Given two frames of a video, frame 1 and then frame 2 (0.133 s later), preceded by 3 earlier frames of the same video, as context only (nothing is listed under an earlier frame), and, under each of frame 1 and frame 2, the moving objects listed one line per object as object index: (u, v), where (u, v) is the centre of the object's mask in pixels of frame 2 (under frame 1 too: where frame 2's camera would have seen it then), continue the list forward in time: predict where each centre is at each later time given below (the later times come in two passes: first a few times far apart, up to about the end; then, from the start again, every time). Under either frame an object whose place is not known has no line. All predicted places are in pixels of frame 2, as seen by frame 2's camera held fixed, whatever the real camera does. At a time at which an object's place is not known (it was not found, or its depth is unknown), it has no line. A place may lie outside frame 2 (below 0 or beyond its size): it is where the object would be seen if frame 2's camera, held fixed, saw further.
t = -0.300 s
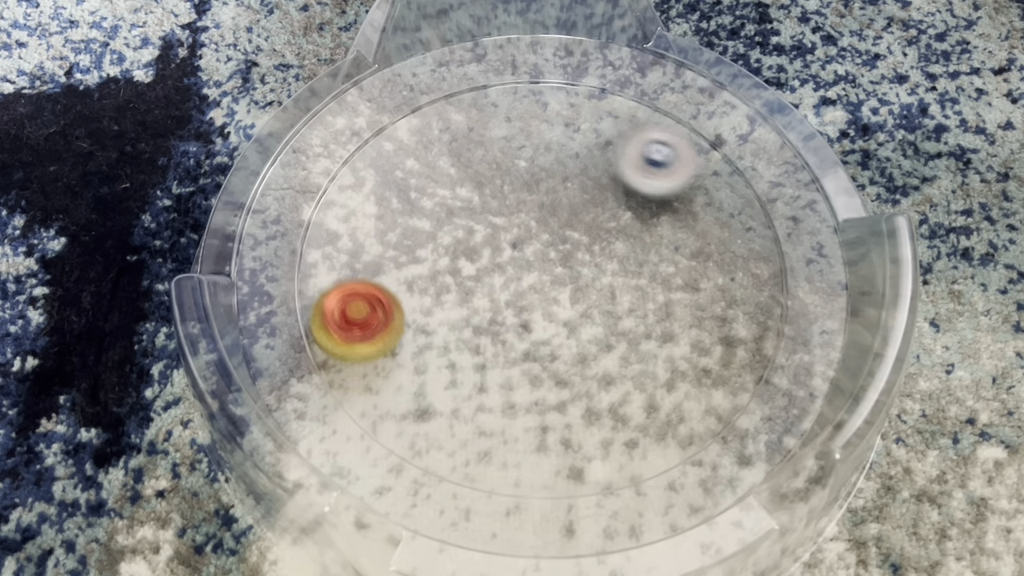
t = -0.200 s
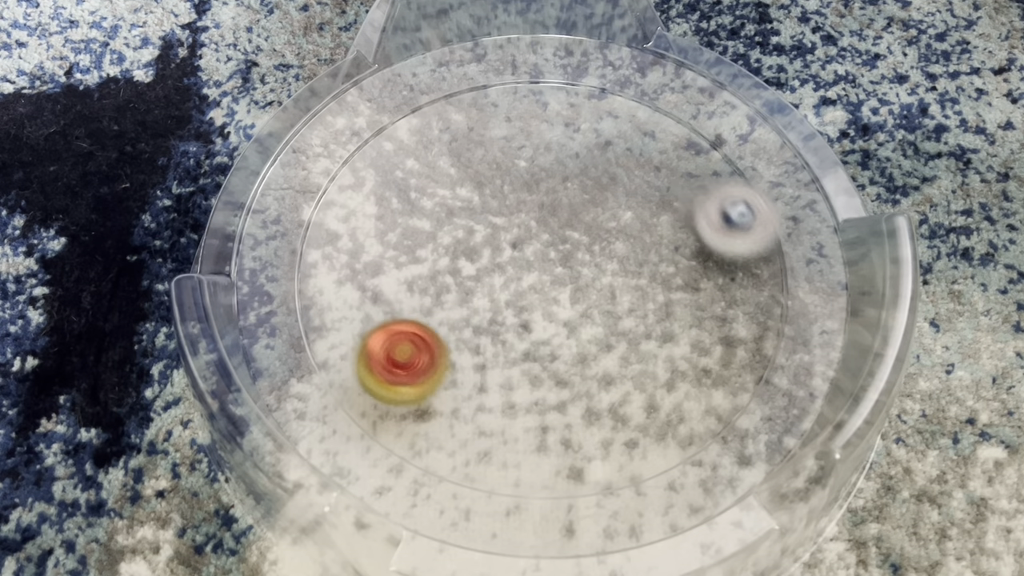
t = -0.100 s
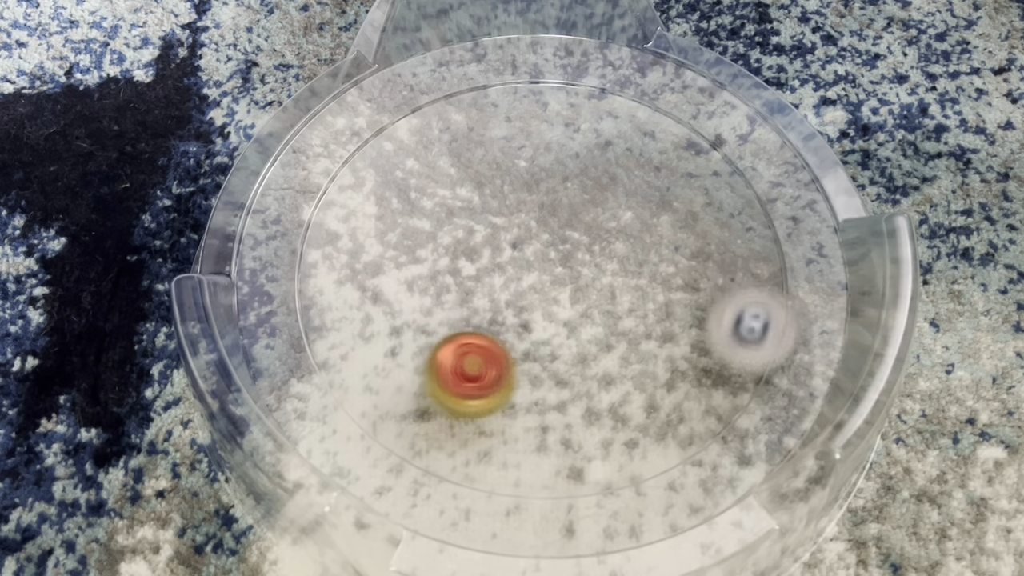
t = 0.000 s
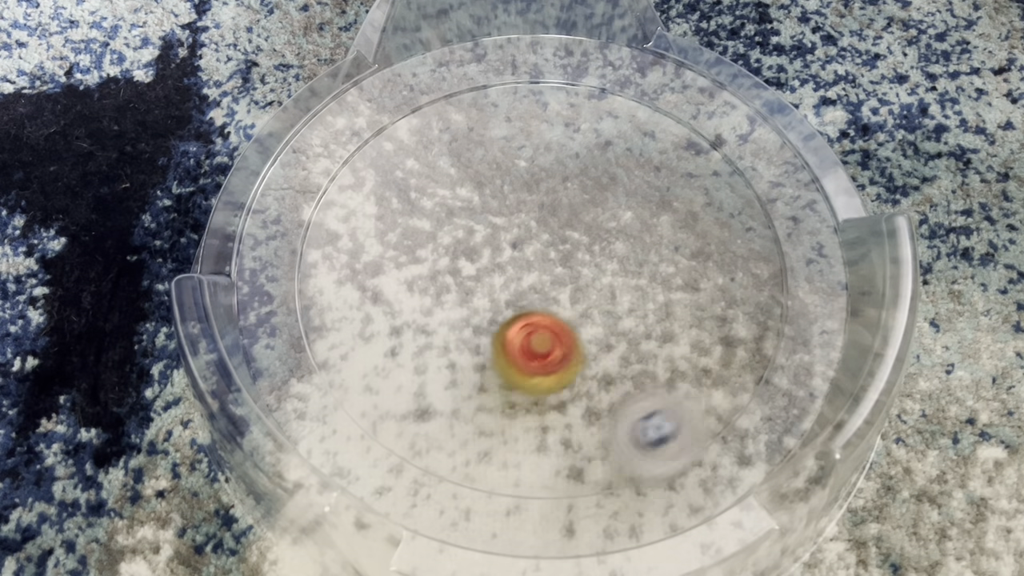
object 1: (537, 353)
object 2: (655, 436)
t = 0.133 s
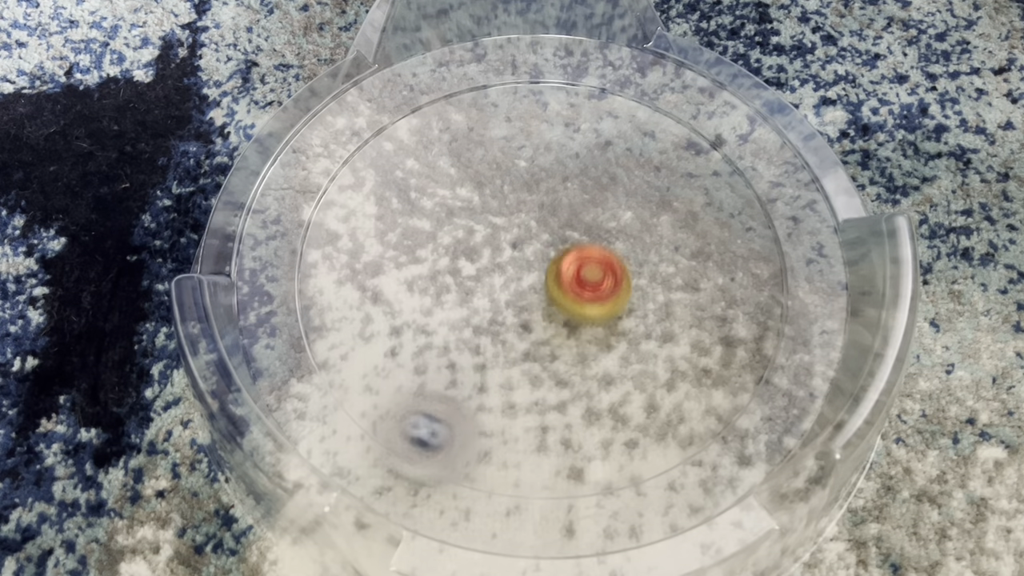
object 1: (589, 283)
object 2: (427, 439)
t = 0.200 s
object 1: (590, 241)
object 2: (336, 374)
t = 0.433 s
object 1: (505, 151)
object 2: (443, 82)
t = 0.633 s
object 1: (719, 362)
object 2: (595, 60)
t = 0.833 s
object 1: (679, 330)
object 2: (733, 185)
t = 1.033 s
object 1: (509, 221)
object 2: (710, 402)
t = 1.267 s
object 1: (439, 245)
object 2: (361, 409)
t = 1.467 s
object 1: (504, 320)
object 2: (346, 153)
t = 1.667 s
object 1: (611, 303)
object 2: (607, 83)
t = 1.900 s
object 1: (630, 219)
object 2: (729, 320)
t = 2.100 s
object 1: (564, 196)
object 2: (470, 461)
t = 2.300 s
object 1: (508, 231)
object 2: (299, 255)
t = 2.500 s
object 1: (511, 290)
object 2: (470, 87)
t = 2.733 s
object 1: (575, 307)
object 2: (708, 220)
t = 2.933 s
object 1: (594, 280)
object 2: (622, 454)
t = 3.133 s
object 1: (567, 258)
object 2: (342, 389)
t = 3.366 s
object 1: (523, 269)
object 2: (383, 134)
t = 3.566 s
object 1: (525, 295)
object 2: (625, 136)
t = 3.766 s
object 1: (550, 287)
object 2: (518, 481)
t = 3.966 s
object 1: (513, 274)
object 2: (438, 135)
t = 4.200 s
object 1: (533, 280)
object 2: (711, 426)
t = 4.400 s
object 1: (518, 258)
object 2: (353, 223)
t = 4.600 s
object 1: (521, 267)
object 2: (753, 184)
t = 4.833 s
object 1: (538, 250)
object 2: (387, 367)
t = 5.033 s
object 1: (532, 258)
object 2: (593, 77)
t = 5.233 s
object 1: (556, 263)
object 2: (655, 410)
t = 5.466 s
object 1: (543, 266)
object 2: (397, 115)
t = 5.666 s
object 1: (558, 274)
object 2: (724, 262)
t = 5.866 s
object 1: (536, 277)
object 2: (338, 333)
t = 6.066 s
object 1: (546, 279)
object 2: (571, 113)
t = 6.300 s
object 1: (526, 282)
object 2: (494, 439)
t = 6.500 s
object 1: (533, 269)
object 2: (432, 146)
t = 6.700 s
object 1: (520, 269)
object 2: (706, 339)
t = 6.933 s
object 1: (536, 259)
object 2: (371, 241)
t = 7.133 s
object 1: (529, 256)
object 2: (704, 217)
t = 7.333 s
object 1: (547, 265)
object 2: (448, 383)
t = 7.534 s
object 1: (542, 258)
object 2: (560, 132)
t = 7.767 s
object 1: (557, 272)
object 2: (551, 393)
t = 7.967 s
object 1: (535, 272)
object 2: (468, 143)
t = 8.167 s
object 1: (549, 280)
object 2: (657, 322)
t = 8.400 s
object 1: (522, 277)
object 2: (404, 187)
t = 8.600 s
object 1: (538, 276)
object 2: (663, 240)
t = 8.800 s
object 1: (525, 262)
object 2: (430, 375)
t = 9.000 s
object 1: (527, 269)
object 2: (506, 154)
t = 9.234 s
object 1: (543, 257)
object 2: (621, 389)
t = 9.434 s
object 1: (534, 262)
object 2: (400, 250)
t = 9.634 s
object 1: (551, 269)
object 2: (658, 199)
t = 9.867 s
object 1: (537, 269)
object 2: (478, 379)
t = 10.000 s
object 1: (544, 280)
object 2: (420, 208)
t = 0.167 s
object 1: (591, 262)
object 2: (375, 410)
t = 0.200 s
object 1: (590, 241)
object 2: (336, 374)
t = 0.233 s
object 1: (585, 221)
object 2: (305, 327)
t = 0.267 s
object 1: (576, 203)
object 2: (295, 278)
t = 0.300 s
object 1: (565, 186)
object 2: (304, 230)
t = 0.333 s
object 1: (550, 172)
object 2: (323, 185)
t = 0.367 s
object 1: (534, 160)
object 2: (357, 143)
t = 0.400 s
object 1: (517, 151)
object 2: (397, 108)
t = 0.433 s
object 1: (505, 151)
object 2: (443, 82)
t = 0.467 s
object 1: (544, 192)
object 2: (456, 31)
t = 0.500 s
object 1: (580, 233)
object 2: (482, 19)
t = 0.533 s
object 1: (619, 273)
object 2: (513, 16)
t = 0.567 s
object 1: (655, 309)
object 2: (541, 20)
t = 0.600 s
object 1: (689, 340)
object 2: (568, 34)
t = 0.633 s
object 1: (719, 362)
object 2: (595, 60)
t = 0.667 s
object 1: (747, 379)
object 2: (623, 61)
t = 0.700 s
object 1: (742, 372)
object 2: (651, 76)
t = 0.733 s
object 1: (731, 373)
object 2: (677, 96)
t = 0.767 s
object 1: (715, 364)
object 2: (700, 119)
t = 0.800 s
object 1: (696, 349)
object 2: (717, 150)
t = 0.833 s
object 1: (679, 330)
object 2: (733, 185)
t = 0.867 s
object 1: (660, 309)
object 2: (737, 224)
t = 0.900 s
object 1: (644, 288)
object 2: (734, 265)
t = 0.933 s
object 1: (607, 269)
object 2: (741, 302)
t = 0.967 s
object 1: (570, 251)
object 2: (742, 336)
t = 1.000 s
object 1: (537, 235)
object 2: (732, 370)
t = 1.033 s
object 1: (509, 221)
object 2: (710, 402)
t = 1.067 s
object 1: (487, 210)
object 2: (676, 429)
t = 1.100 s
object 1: (469, 205)
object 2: (632, 449)
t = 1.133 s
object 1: (455, 204)
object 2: (580, 461)
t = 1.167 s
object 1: (445, 208)
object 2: (523, 463)
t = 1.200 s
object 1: (440, 217)
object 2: (465, 453)
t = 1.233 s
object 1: (438, 231)
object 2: (410, 436)
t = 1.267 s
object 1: (439, 245)
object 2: (361, 409)
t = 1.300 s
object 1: (443, 261)
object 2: (325, 370)
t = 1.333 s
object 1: (449, 275)
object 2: (306, 324)
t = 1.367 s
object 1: (459, 290)
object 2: (298, 278)
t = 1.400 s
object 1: (471, 302)
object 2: (302, 232)
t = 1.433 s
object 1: (487, 312)
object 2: (319, 192)
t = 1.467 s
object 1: (504, 320)
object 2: (346, 153)
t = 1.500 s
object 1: (523, 325)
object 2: (383, 122)
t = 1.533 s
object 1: (543, 327)
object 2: (419, 100)
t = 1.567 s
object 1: (562, 325)
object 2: (467, 82)
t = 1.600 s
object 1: (580, 320)
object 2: (515, 74)
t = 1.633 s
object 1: (596, 313)
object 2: (562, 73)
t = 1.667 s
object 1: (611, 303)
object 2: (607, 83)
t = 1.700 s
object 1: (621, 292)
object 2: (645, 100)
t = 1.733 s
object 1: (629, 279)
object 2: (680, 125)
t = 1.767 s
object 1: (635, 266)
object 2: (708, 157)
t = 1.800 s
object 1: (638, 253)
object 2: (728, 194)
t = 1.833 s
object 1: (638, 241)
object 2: (739, 235)
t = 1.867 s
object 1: (635, 230)
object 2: (739, 275)
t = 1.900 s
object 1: (630, 219)
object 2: (729, 320)
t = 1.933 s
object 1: (622, 211)
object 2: (706, 362)
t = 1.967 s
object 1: (612, 204)
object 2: (670, 399)
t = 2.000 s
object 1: (601, 199)
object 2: (629, 430)
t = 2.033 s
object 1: (588, 196)
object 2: (579, 452)
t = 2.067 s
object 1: (576, 195)
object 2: (524, 461)
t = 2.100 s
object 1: (564, 196)
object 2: (470, 461)
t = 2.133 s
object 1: (552, 198)
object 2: (412, 450)
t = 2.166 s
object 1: (541, 202)
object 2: (369, 420)
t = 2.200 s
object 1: (531, 208)
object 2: (339, 384)
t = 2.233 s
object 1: (522, 215)
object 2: (312, 343)
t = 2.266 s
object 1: (515, 222)
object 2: (301, 297)
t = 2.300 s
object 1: (508, 231)
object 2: (299, 255)
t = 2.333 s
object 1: (504, 241)
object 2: (312, 211)
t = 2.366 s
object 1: (502, 251)
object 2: (332, 175)
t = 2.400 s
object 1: (501, 261)
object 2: (362, 142)
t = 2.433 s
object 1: (502, 271)
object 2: (393, 117)
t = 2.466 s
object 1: (505, 281)
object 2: (429, 97)
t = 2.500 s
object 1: (511, 290)
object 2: (470, 87)
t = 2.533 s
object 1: (518, 297)
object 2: (511, 84)
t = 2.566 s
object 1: (527, 304)
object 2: (552, 89)
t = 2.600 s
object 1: (537, 308)
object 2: (594, 104)
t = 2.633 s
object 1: (547, 311)
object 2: (631, 126)
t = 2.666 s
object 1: (556, 311)
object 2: (662, 151)
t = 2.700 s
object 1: (566, 310)
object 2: (690, 185)
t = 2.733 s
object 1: (575, 307)
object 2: (708, 220)
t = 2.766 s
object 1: (581, 303)
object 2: (720, 260)
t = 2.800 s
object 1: (587, 299)
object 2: (723, 303)
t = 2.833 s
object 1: (591, 294)
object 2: (713, 345)
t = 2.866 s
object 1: (593, 289)
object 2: (694, 388)
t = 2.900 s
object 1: (594, 285)
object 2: (663, 423)
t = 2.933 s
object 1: (594, 280)
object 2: (622, 454)
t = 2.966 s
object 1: (591, 276)
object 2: (578, 476)
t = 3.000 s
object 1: (588, 271)
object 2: (526, 484)
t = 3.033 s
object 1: (584, 267)
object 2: (475, 472)
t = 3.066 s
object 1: (579, 263)
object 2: (422, 449)
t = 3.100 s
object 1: (574, 260)
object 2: (377, 425)
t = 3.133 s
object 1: (567, 258)
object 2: (342, 389)
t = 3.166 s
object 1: (561, 257)
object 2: (316, 350)
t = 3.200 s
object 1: (554, 256)
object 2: (303, 303)
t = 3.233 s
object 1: (547, 257)
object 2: (300, 260)
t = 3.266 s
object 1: (540, 259)
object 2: (308, 222)
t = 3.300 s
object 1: (533, 261)
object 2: (328, 187)
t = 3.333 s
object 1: (527, 265)
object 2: (351, 157)
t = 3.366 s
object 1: (523, 269)
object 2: (383, 134)
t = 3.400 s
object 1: (520, 273)
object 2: (419, 118)
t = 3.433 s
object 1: (519, 278)
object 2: (461, 108)
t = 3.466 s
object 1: (519, 283)
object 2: (503, 105)
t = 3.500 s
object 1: (520, 288)
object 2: (547, 109)
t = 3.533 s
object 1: (523, 292)
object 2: (588, 120)
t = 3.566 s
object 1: (525, 295)
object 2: (625, 136)
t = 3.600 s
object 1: (532, 301)
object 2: (694, 189)
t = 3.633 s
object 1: (538, 303)
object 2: (737, 258)
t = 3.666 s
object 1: (543, 303)
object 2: (746, 339)
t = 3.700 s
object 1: (547, 299)
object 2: (714, 420)
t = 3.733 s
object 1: (550, 294)
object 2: (624, 471)
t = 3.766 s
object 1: (550, 287)
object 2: (518, 481)
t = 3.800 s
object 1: (549, 280)
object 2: (417, 449)
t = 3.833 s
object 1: (544, 273)
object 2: (346, 389)
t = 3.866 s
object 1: (537, 267)
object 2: (311, 314)
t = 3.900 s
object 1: (527, 266)
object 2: (322, 238)
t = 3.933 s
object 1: (519, 269)
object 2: (368, 177)
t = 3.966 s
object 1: (513, 274)
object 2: (438, 135)
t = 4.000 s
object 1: (510, 279)
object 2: (518, 117)
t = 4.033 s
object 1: (510, 283)
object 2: (602, 124)
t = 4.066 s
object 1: (513, 285)
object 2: (679, 155)
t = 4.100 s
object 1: (518, 287)
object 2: (741, 207)
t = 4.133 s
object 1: (524, 287)
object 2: (776, 275)
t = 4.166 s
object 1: (529, 285)
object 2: (767, 354)
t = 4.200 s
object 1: (533, 280)
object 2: (711, 426)
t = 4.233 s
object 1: (535, 274)
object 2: (615, 474)
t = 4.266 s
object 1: (534, 269)
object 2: (512, 477)
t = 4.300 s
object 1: (531, 264)
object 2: (422, 442)
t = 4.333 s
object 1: (526, 260)
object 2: (361, 377)
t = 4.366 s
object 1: (521, 258)
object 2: (337, 297)
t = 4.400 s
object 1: (518, 258)
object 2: (353, 223)
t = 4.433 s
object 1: (516, 258)
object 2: (395, 162)
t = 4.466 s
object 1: (514, 260)
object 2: (461, 122)
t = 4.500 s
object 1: (513, 263)
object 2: (538, 101)
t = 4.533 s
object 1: (513, 264)
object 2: (620, 105)
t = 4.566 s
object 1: (516, 265)
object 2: (695, 133)
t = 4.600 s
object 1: (521, 267)
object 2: (753, 184)
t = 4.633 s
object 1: (527, 267)
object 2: (779, 254)
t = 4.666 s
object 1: (533, 267)
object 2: (773, 334)
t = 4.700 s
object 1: (537, 265)
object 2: (724, 404)
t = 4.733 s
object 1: (540, 262)
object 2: (641, 448)
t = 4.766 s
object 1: (540, 258)
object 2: (545, 455)
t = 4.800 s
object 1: (540, 254)
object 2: (452, 423)
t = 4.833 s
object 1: (538, 250)
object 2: (387, 367)
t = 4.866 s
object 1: (537, 248)
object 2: (352, 292)
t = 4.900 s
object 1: (535, 247)
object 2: (356, 216)
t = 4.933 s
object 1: (534, 248)
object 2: (390, 155)
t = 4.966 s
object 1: (532, 250)
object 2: (445, 109)
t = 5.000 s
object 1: (531, 254)
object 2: (514, 81)
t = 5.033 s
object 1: (532, 258)
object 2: (593, 77)
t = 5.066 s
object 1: (534, 262)
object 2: (665, 104)
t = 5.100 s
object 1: (539, 265)
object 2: (725, 151)
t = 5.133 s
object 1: (544, 267)
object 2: (759, 215)
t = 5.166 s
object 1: (549, 267)
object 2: (761, 287)
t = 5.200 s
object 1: (554, 265)
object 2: (724, 358)
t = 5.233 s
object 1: (556, 263)
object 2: (655, 410)
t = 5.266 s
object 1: (557, 261)
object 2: (560, 431)
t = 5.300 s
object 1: (556, 259)
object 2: (470, 415)
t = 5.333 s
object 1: (554, 257)
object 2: (395, 371)
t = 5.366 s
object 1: (552, 257)
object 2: (344, 304)
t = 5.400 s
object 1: (549, 258)
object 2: (331, 233)
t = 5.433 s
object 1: (545, 261)
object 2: (352, 167)
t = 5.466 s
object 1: (543, 266)
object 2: (397, 115)
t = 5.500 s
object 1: (541, 271)
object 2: (462, 81)
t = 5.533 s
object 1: (544, 274)
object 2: (539, 72)
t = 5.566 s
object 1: (549, 276)
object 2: (611, 91)
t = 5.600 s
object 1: (553, 276)
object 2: (673, 133)
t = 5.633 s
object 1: (557, 275)
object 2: (712, 192)
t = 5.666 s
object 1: (558, 274)
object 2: (724, 262)
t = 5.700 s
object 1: (557, 272)
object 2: (701, 332)
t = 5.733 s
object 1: (554, 270)
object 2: (644, 390)
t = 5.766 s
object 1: (549, 269)
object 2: (564, 424)
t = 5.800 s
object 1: (543, 269)
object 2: (475, 420)
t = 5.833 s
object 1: (537, 272)
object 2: (391, 386)
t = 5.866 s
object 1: (536, 277)
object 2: (338, 333)
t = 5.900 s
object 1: (537, 282)
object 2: (315, 264)
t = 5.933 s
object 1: (540, 285)
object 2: (327, 199)
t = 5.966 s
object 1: (544, 286)
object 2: (366, 144)
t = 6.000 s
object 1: (546, 285)
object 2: (426, 111)
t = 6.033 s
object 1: (547, 283)
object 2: (498, 100)
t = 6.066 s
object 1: (546, 279)
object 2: (571, 113)
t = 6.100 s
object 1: (544, 274)
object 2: (635, 148)
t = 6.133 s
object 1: (539, 270)
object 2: (680, 200)
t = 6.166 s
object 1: (534, 271)
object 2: (701, 264)
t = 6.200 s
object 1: (530, 273)
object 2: (694, 333)
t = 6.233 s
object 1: (527, 278)
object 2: (651, 392)
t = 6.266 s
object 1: (526, 280)
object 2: (578, 433)
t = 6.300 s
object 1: (526, 282)
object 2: (494, 439)
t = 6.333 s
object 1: (528, 283)
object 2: (413, 412)
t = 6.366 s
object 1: (531, 282)
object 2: (354, 365)
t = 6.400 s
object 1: (534, 279)
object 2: (325, 298)
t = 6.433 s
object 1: (536, 275)
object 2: (336, 233)
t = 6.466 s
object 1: (536, 271)
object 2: (373, 180)
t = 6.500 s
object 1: (533, 269)
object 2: (432, 146)
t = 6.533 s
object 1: (529, 267)
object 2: (499, 132)
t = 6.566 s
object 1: (524, 266)
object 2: (572, 141)
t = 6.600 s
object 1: (521, 266)
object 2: (637, 169)
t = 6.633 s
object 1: (519, 266)
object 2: (687, 217)
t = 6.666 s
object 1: (519, 267)
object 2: (712, 276)
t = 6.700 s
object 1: (520, 269)
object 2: (706, 339)
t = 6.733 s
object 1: (522, 270)
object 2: (667, 400)
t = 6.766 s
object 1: (525, 271)
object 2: (598, 438)
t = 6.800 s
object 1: (528, 271)
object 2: (518, 443)
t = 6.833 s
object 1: (531, 269)
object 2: (441, 417)
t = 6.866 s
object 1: (534, 267)
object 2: (387, 368)
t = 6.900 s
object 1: (536, 263)
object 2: (362, 305)
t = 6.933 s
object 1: (536, 259)
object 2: (371, 241)
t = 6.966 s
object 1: (535, 256)
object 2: (409, 191)
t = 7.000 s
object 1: (534, 255)
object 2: (465, 158)
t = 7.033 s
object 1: (532, 254)
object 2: (528, 141)
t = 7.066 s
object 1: (529, 254)
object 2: (598, 146)
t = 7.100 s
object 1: (528, 255)
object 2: (660, 173)
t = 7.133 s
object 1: (529, 256)
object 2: (704, 217)
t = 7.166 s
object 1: (530, 259)
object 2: (725, 276)
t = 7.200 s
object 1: (533, 262)
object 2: (712, 338)
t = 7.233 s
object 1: (536, 265)
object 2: (666, 391)
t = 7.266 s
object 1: (540, 267)
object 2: (598, 420)
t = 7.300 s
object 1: (544, 267)
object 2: (518, 414)
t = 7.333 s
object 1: (547, 265)
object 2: (448, 383)
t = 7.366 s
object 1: (549, 262)
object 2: (404, 332)
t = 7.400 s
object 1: (550, 259)
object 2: (389, 269)
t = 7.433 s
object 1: (549, 257)
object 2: (404, 213)
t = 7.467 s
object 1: (548, 256)
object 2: (444, 170)
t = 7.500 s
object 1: (546, 256)
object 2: (497, 141)
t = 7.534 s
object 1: (542, 258)
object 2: (560, 132)
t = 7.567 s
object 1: (539, 262)
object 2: (622, 145)
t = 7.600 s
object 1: (538, 267)
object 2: (675, 177)
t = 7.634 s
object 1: (540, 272)
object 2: (707, 228)
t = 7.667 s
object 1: (545, 274)
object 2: (708, 286)
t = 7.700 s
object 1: (551, 275)
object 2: (682, 341)
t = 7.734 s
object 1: (555, 274)
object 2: (624, 380)
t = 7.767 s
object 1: (557, 272)
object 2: (551, 393)
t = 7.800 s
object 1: (557, 270)
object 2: (478, 375)
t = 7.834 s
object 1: (554, 268)
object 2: (423, 335)
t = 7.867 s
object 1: (551, 266)
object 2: (393, 282)
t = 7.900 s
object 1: (546, 265)
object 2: (393, 225)
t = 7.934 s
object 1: (539, 266)
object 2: (421, 177)
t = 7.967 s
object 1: (535, 272)
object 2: (468, 143)
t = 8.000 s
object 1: (535, 278)
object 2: (526, 129)
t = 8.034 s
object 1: (538, 283)
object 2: (586, 136)
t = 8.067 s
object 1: (541, 285)
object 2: (638, 166)
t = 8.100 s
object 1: (545, 285)
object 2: (673, 211)
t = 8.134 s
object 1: (547, 283)
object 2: (681, 266)
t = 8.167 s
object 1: (549, 280)
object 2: (657, 322)
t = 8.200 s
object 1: (550, 276)
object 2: (609, 364)
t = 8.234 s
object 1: (548, 272)
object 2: (544, 382)
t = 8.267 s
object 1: (542, 268)
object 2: (473, 371)
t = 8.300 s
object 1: (534, 268)
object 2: (417, 338)
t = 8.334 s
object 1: (528, 271)
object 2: (383, 287)
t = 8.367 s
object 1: (524, 274)
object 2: (381, 235)
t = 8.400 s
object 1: (522, 277)
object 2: (404, 187)
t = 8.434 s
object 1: (522, 279)
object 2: (443, 156)
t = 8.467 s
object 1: (524, 281)
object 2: (494, 140)
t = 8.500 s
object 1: (527, 283)
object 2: (547, 142)
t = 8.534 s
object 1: (531, 283)
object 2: (598, 162)
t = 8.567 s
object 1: (535, 281)
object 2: (637, 195)
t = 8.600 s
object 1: (538, 276)
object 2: (663, 240)
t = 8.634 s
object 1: (539, 272)
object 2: (666, 291)
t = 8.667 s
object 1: (538, 268)
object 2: (647, 340)
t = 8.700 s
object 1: (535, 264)
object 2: (606, 378)
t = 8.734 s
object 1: (531, 262)
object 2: (547, 399)
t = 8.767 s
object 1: (528, 262)
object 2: (485, 398)
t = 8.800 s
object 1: (525, 262)
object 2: (430, 375)
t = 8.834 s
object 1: (523, 262)
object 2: (389, 336)
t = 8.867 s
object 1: (521, 263)
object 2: (372, 286)
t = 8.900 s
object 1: (521, 264)
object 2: (382, 235)
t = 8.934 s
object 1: (521, 266)
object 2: (411, 195)
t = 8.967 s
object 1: (524, 267)
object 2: (455, 168)
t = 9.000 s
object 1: (527, 269)
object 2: (506, 154)
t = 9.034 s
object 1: (531, 270)
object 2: (562, 159)
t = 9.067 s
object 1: (535, 270)
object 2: (613, 179)
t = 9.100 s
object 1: (540, 269)
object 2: (653, 212)
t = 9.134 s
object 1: (542, 267)
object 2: (677, 257)
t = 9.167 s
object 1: (543, 263)
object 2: (682, 306)
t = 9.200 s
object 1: (543, 260)
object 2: (662, 354)
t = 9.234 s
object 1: (543, 257)
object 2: (621, 389)
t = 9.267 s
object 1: (542, 256)
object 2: (565, 410)
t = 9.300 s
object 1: (540, 255)
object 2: (504, 407)
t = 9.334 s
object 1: (538, 255)
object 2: (449, 382)
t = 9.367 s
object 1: (536, 257)
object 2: (410, 344)
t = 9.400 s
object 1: (535, 259)
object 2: (392, 296)
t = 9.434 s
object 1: (534, 262)
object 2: (400, 250)
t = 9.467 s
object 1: (535, 266)
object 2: (423, 210)
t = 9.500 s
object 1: (538, 269)
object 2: (464, 178)
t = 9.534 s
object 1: (541, 272)
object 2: (514, 161)
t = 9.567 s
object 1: (546, 272)
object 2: (565, 159)
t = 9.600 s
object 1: (549, 271)
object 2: (615, 172)
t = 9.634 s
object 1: (551, 269)
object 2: (658, 199)
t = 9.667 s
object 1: (552, 267)
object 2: (686, 238)
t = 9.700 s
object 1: (551, 265)
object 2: (696, 284)
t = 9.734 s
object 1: (550, 264)
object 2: (683, 330)
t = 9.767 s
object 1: (547, 263)
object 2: (649, 369)
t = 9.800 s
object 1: (544, 264)
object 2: (595, 395)
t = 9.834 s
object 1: (540, 266)
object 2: (536, 397)
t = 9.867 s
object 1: (537, 269)
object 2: (478, 379)
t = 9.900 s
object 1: (537, 274)
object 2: (434, 345)
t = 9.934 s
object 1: (538, 277)
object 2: (409, 299)
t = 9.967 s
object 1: (541, 280)
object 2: (406, 252)
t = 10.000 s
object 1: (544, 280)
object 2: (420, 208)
